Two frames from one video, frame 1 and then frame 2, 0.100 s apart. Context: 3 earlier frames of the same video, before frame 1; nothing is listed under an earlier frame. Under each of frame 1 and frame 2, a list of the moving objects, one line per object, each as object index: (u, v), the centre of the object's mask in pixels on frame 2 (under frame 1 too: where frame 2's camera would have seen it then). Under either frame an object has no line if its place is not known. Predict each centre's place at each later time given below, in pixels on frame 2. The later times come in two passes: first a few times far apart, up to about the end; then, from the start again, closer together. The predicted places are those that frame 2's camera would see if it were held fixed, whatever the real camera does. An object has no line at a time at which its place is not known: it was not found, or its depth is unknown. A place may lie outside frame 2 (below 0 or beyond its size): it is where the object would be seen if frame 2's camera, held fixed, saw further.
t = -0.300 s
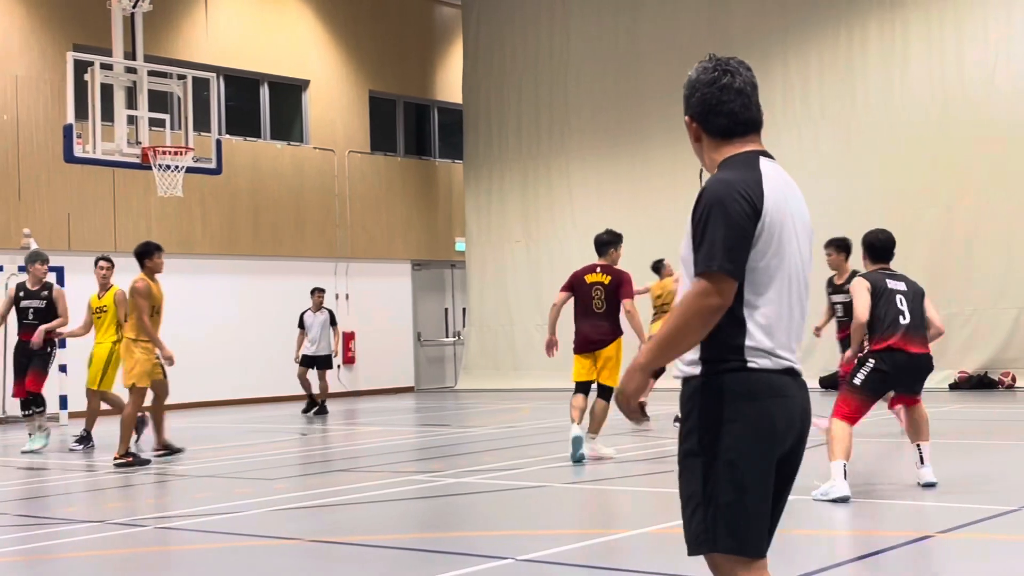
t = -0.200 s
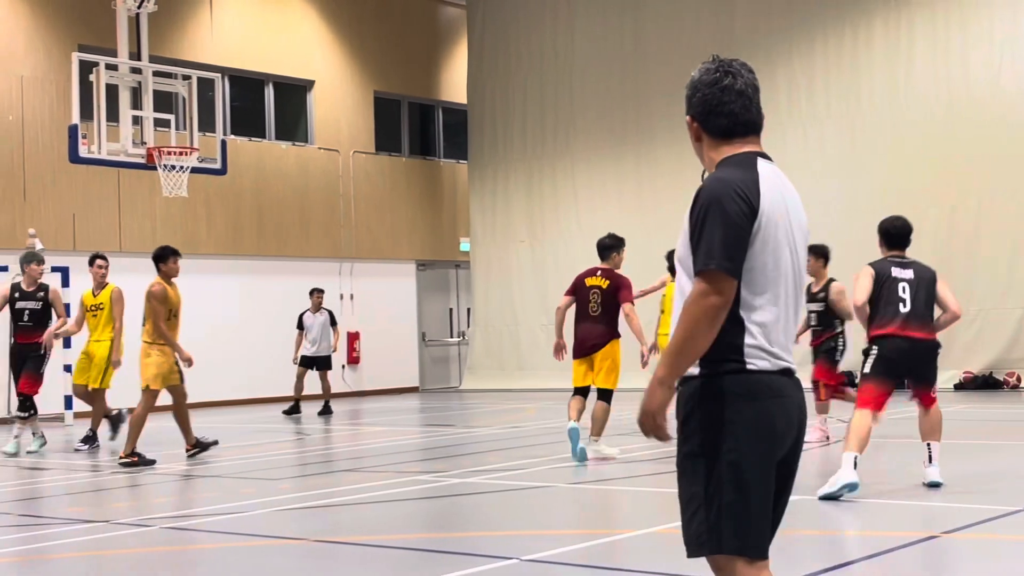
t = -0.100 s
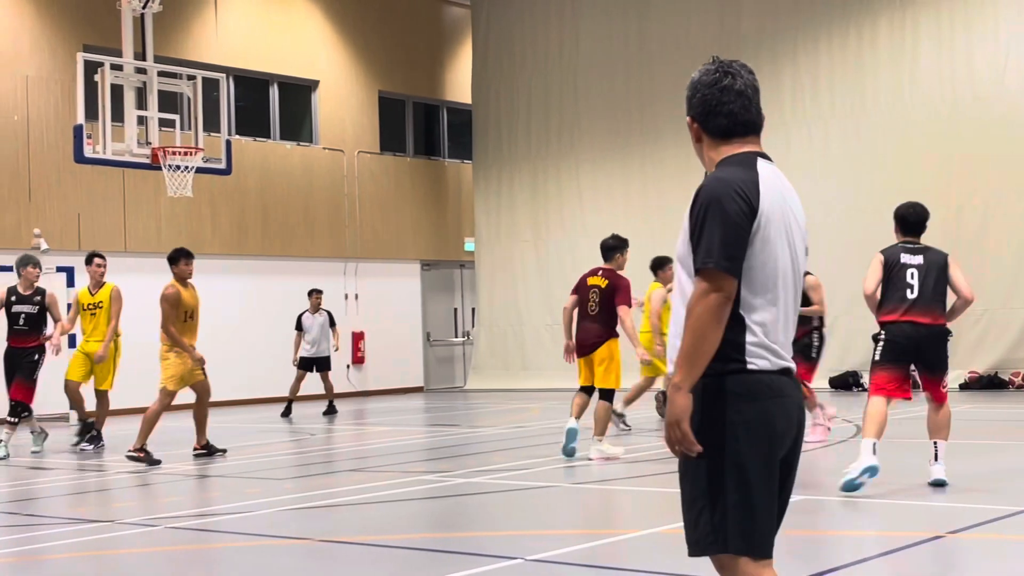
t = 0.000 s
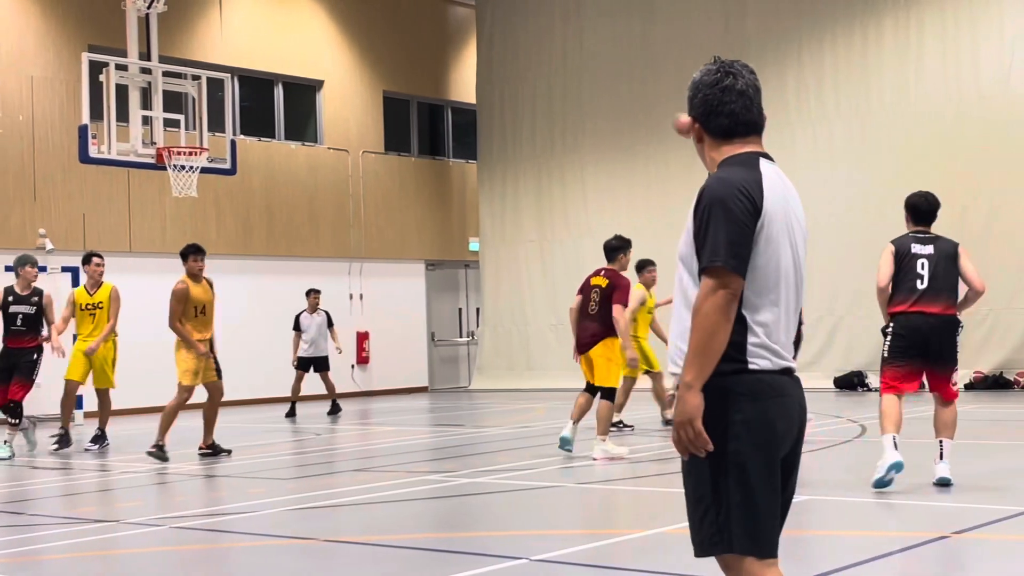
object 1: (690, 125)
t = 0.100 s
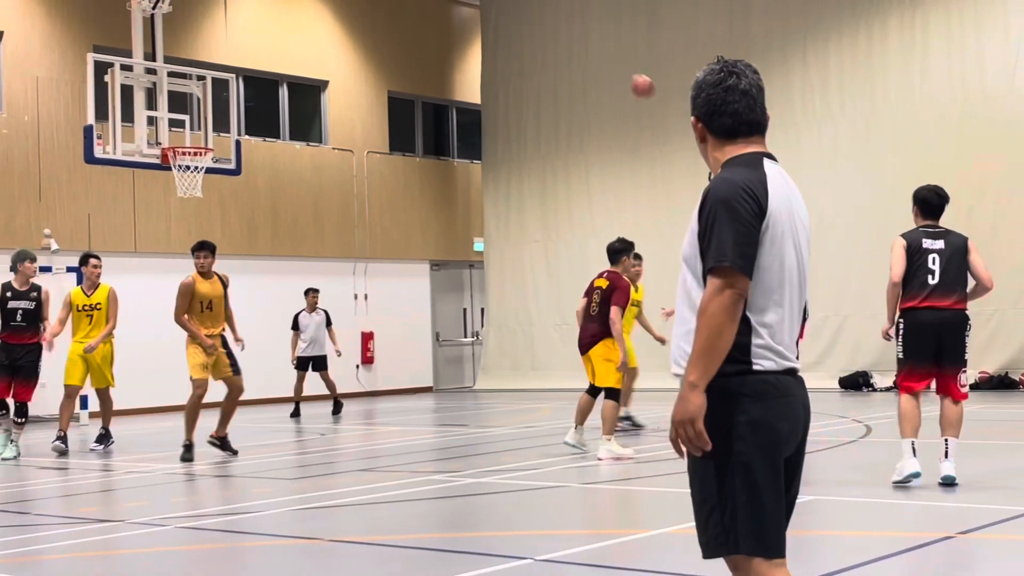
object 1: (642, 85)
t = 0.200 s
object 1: (595, 54)
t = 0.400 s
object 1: (501, 18)
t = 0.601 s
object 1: (409, 17)
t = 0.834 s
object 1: (303, 61)
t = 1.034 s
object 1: (211, 136)
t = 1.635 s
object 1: (182, 109)
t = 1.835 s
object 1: (197, 161)
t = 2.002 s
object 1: (199, 195)
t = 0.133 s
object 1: (627, 74)
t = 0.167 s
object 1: (611, 64)
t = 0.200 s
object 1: (595, 54)
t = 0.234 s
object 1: (580, 46)
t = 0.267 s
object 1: (564, 39)
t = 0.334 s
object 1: (533, 26)
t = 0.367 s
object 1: (517, 22)
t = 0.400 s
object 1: (501, 18)
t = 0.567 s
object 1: (424, 14)
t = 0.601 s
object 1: (409, 17)
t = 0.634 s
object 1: (394, 19)
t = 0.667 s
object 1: (379, 24)
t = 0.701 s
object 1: (363, 29)
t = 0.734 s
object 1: (349, 35)
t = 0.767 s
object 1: (334, 43)
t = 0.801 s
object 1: (318, 51)
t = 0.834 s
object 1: (303, 61)
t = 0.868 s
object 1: (286, 73)
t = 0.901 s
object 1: (272, 82)
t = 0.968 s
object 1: (242, 107)
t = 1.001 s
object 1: (226, 121)
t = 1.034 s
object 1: (211, 136)
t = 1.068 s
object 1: (198, 139)
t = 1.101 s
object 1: (187, 139)
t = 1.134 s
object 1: (176, 138)
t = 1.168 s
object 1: (173, 133)
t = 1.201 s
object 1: (170, 125)
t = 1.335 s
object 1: (164, 105)
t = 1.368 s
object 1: (165, 102)
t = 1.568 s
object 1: (178, 100)
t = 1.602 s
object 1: (181, 105)
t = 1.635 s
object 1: (182, 109)
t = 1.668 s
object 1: (184, 115)
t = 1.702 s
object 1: (187, 123)
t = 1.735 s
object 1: (189, 131)
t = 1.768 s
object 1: (193, 138)
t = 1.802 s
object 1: (197, 150)
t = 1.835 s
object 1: (197, 161)
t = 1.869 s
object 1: (200, 169)
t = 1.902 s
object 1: (198, 176)
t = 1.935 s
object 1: (200, 188)
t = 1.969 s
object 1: (199, 189)
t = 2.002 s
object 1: (199, 195)
